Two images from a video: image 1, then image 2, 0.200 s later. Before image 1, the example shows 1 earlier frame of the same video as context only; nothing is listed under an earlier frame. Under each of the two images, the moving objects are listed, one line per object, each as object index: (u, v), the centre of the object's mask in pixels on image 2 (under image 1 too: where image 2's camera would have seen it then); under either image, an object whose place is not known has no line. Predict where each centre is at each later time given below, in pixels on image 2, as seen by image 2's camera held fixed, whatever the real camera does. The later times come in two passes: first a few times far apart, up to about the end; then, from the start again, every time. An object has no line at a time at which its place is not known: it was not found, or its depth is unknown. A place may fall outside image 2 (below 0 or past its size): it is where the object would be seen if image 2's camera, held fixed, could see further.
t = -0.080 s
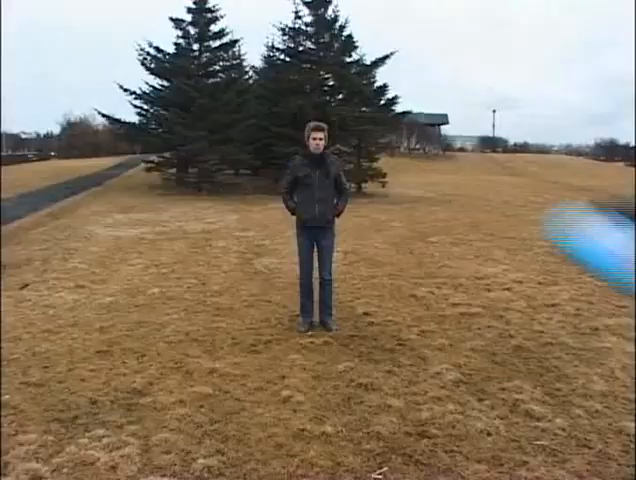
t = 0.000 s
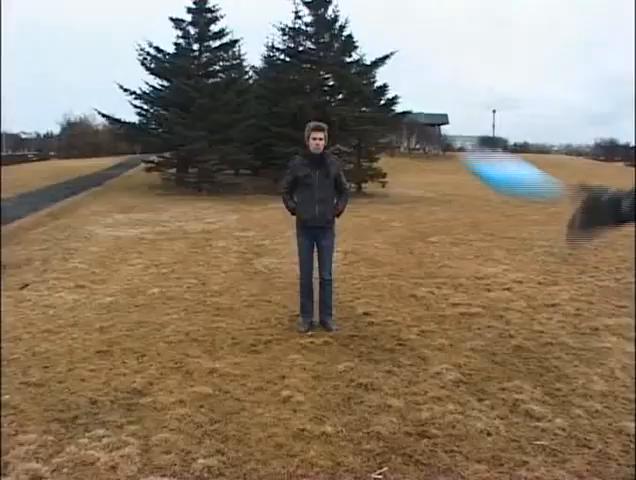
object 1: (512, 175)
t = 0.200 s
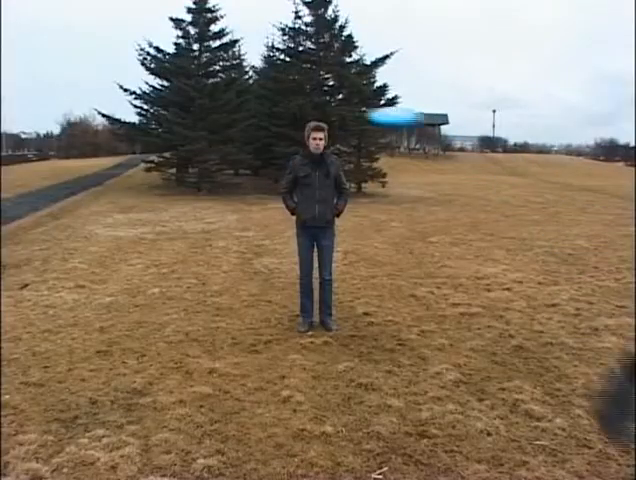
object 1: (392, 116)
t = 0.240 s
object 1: (378, 114)
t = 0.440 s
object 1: (336, 119)
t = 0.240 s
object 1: (378, 114)
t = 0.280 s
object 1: (368, 113)
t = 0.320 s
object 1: (358, 113)
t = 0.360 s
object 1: (350, 114)
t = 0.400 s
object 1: (342, 117)
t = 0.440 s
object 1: (336, 119)
